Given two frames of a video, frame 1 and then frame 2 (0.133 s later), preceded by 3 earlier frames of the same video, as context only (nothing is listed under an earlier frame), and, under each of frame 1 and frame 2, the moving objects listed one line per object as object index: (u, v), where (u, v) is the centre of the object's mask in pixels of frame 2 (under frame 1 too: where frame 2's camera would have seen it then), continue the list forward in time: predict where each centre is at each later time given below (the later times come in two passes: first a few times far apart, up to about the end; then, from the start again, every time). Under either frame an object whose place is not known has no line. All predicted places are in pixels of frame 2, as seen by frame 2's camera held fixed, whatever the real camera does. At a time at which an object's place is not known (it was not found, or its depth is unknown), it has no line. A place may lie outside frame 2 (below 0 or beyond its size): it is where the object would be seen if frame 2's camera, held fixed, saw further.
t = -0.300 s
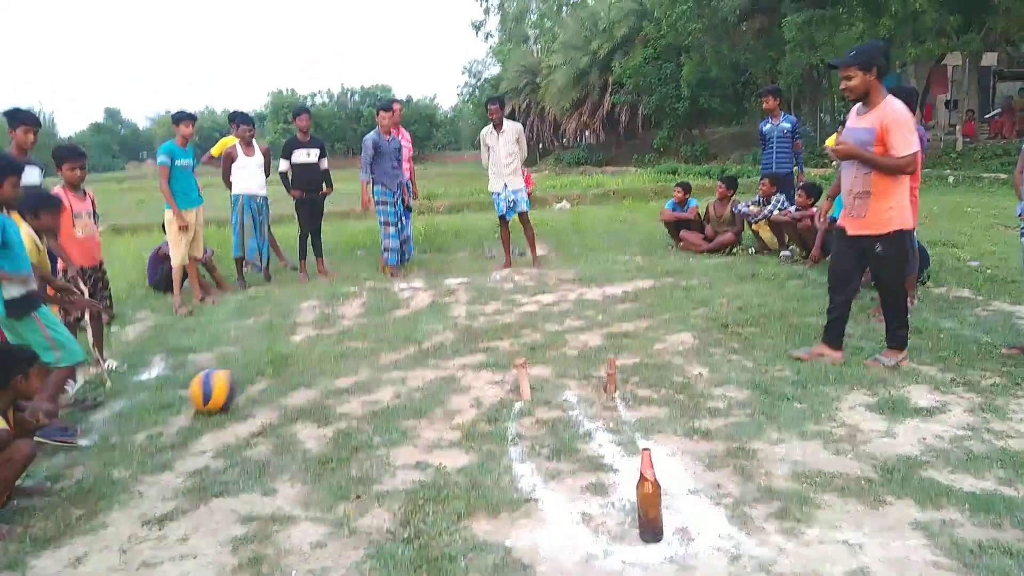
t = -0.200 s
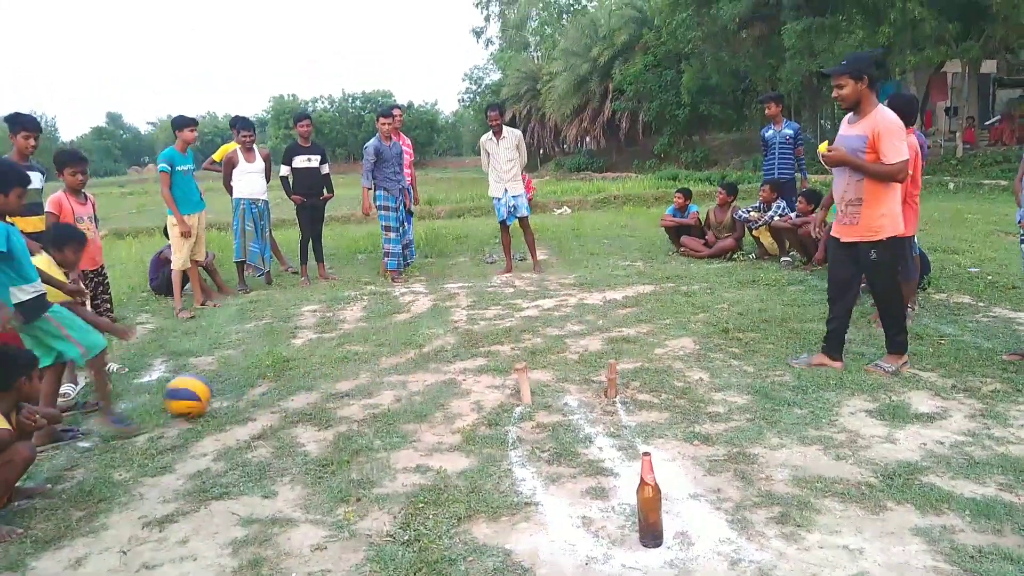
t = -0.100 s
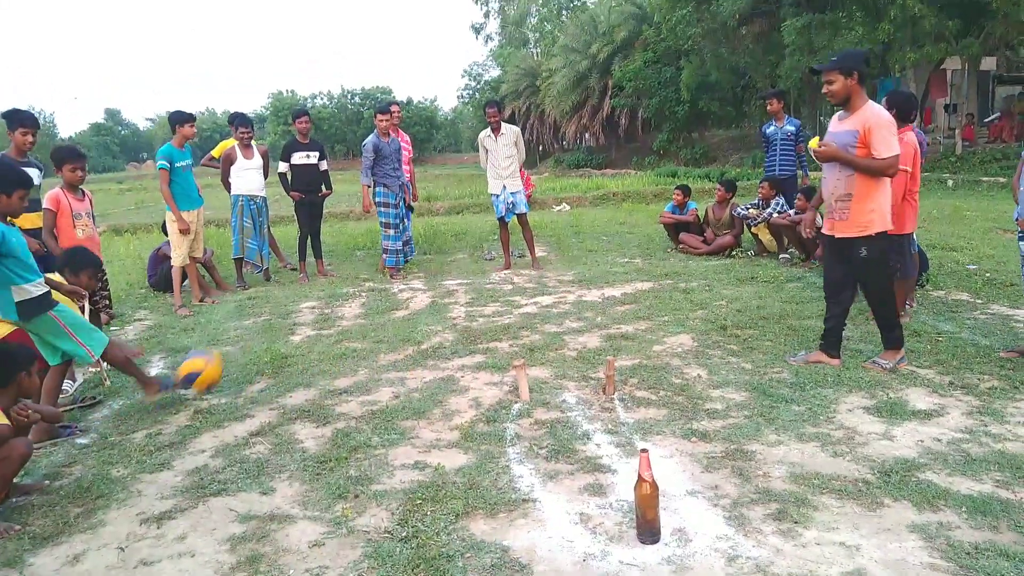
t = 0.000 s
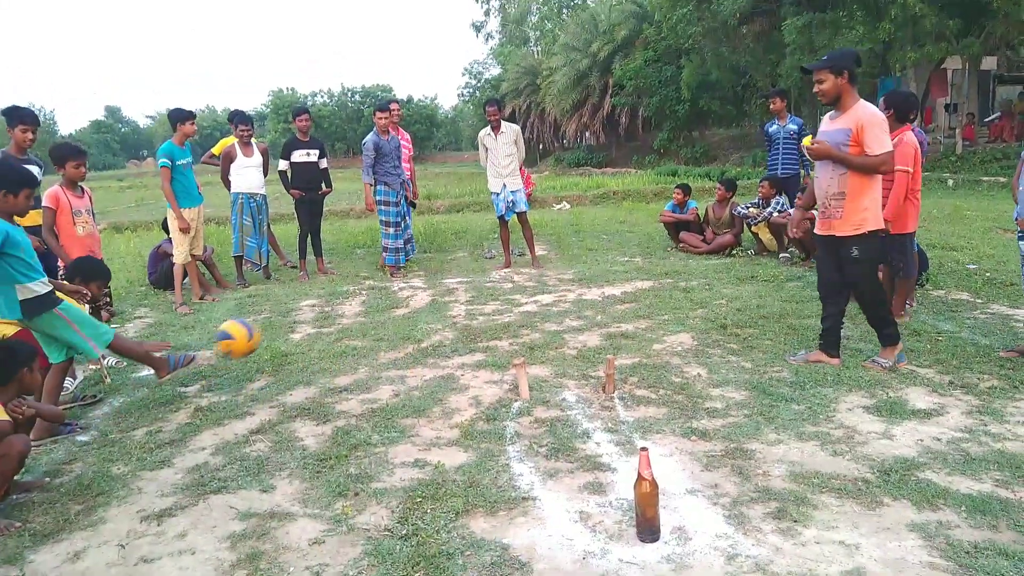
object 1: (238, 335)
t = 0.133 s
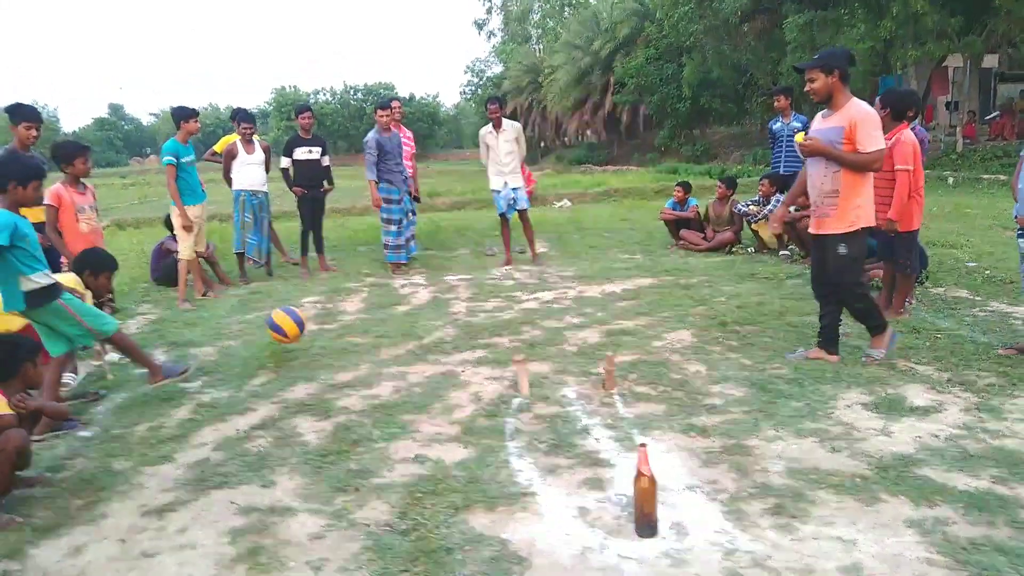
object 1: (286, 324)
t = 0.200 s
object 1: (308, 331)
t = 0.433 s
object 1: (343, 322)
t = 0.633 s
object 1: (367, 316)
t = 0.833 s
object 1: (388, 314)
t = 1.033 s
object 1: (406, 308)
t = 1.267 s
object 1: (418, 300)
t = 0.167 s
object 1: (297, 327)
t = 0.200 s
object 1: (308, 331)
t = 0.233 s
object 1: (318, 337)
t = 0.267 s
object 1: (323, 332)
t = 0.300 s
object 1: (327, 325)
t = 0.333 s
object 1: (331, 322)
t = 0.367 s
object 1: (335, 321)
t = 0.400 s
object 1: (339, 320)
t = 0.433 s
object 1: (343, 322)
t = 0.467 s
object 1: (348, 325)
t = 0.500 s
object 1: (352, 327)
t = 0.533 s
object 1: (356, 322)
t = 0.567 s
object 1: (360, 319)
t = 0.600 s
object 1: (363, 316)
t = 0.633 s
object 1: (367, 316)
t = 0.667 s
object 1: (371, 316)
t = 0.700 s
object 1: (375, 318)
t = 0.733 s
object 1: (379, 317)
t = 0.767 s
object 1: (382, 316)
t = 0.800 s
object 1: (385, 314)
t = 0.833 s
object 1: (388, 314)
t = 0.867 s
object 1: (391, 311)
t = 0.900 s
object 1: (394, 310)
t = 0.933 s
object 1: (397, 310)
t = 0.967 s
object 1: (400, 309)
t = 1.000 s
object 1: (403, 308)
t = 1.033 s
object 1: (406, 308)
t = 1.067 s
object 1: (409, 305)
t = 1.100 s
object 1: (410, 305)
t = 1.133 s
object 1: (412, 304)
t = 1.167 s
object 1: (414, 301)
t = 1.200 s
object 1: (415, 301)
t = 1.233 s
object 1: (417, 301)
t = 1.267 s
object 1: (418, 300)
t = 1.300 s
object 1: (421, 300)
